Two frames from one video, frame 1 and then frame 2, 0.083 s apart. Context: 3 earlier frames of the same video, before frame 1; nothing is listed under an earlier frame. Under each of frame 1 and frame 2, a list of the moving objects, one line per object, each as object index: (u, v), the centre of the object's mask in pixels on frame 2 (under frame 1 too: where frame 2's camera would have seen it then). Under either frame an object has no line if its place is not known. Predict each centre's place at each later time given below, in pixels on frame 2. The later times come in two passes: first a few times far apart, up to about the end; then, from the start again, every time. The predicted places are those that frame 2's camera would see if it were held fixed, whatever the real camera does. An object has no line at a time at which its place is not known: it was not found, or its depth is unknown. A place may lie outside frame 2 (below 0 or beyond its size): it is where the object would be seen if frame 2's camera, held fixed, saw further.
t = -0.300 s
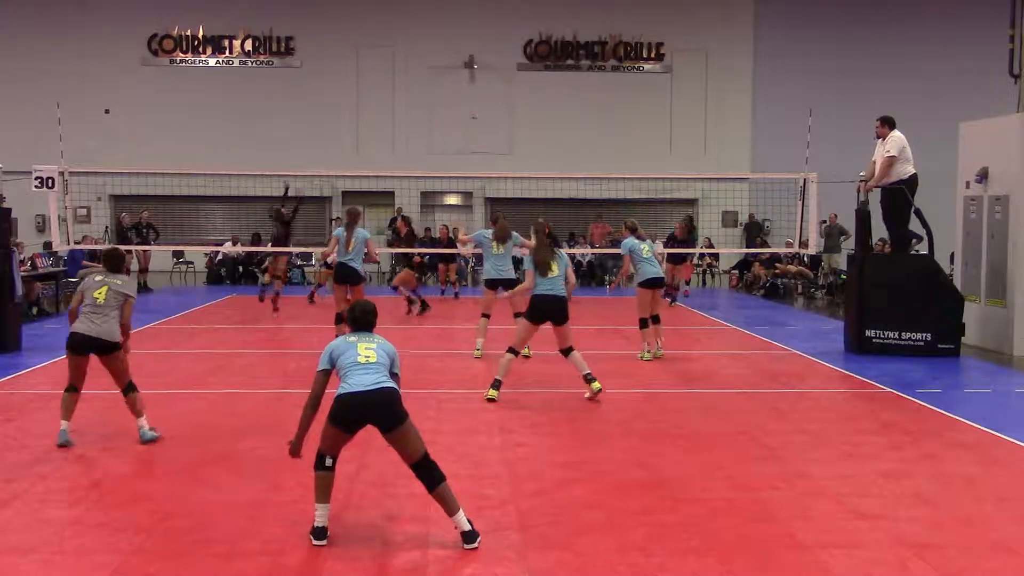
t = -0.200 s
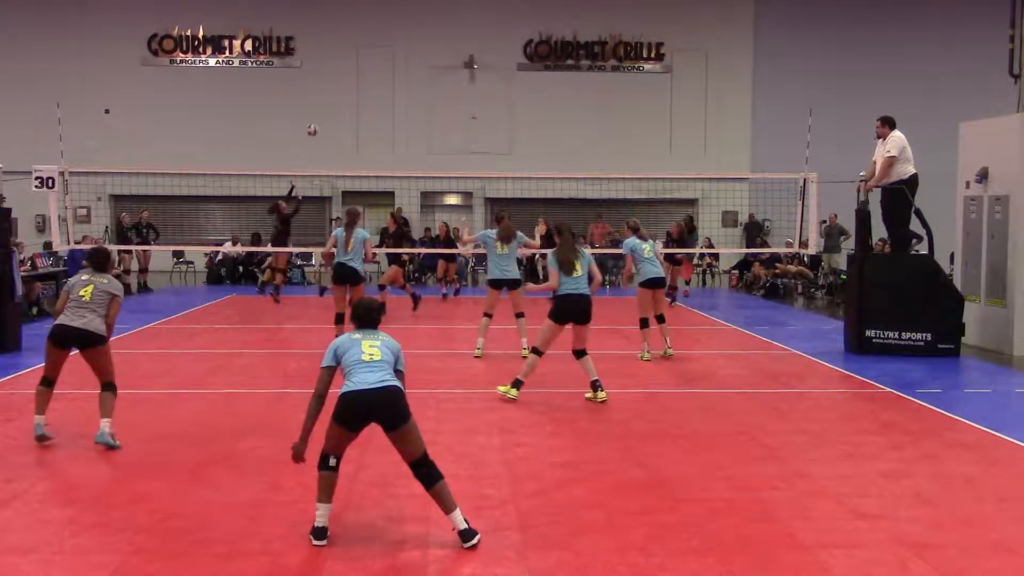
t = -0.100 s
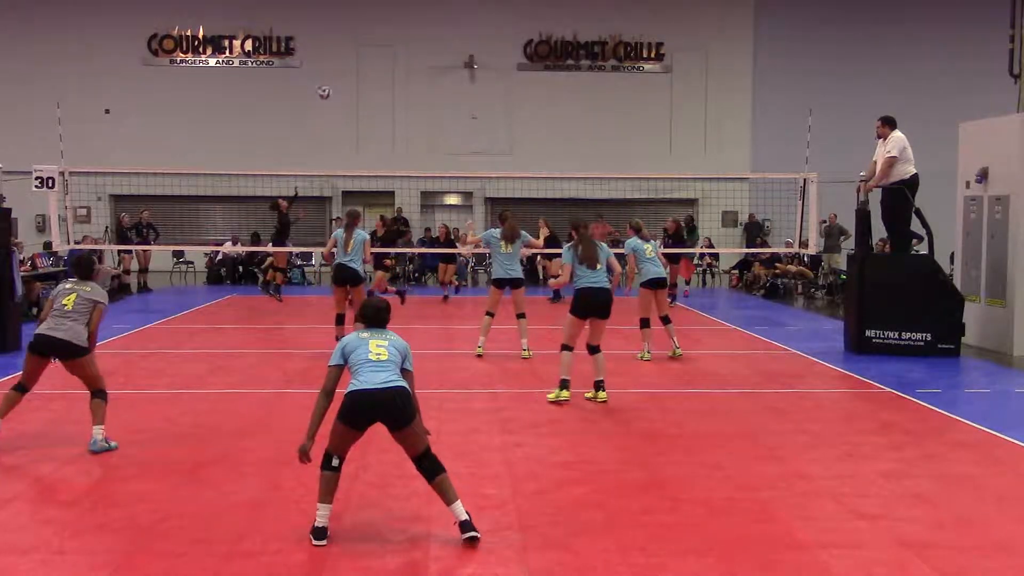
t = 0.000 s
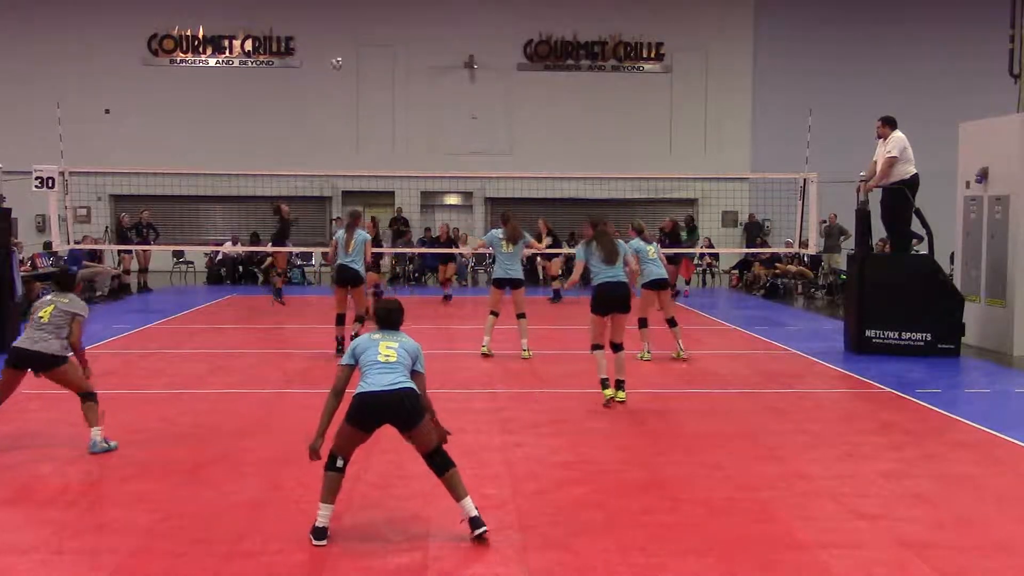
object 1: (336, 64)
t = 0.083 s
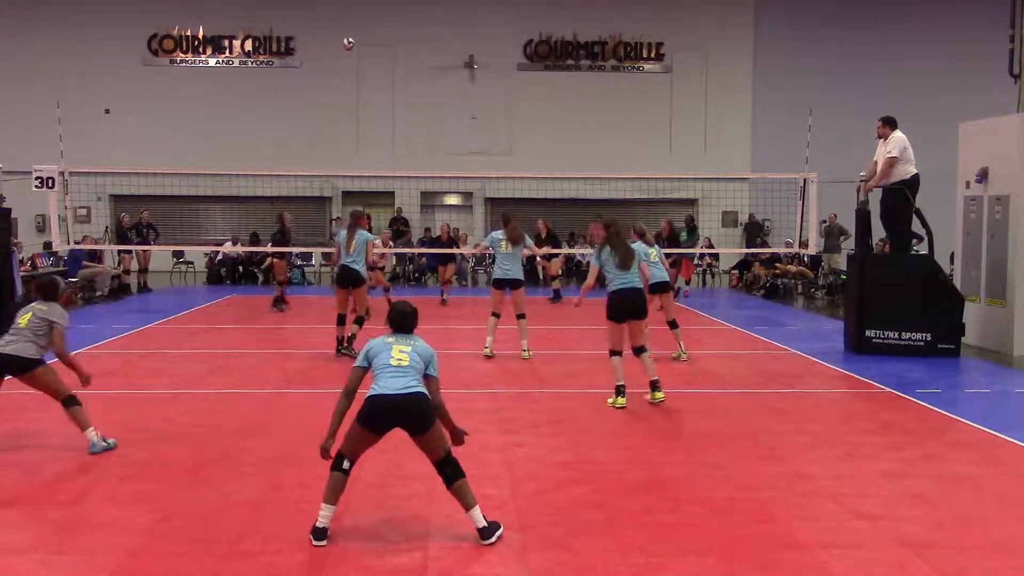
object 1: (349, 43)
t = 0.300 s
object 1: (374, 12)
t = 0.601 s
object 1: (411, 15)
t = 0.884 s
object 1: (443, 67)
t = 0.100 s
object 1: (351, 40)
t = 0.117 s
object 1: (353, 36)
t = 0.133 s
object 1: (355, 33)
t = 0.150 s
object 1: (356, 31)
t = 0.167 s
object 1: (358, 28)
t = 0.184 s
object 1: (361, 25)
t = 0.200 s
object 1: (363, 23)
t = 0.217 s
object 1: (365, 21)
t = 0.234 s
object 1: (367, 19)
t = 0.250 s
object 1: (369, 17)
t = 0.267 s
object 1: (371, 15)
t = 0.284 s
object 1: (373, 13)
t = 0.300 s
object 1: (374, 12)
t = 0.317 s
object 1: (376, 11)
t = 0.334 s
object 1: (378, 9)
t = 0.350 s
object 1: (381, 9)
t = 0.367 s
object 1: (383, 8)
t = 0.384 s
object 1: (385, 7)
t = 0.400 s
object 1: (387, 7)
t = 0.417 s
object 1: (389, 7)
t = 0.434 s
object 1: (391, 7)
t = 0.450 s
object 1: (393, 7)
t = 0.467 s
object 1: (395, 7)
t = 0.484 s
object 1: (398, 7)
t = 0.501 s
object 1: (400, 8)
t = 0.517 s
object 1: (402, 8)
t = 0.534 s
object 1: (404, 9)
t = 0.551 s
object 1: (406, 9)
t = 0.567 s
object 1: (407, 11)
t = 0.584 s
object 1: (409, 14)
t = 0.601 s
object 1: (411, 15)
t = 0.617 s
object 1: (414, 17)
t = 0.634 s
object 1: (415, 19)
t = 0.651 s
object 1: (417, 22)
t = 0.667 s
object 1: (419, 24)
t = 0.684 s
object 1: (421, 26)
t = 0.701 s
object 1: (423, 29)
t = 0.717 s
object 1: (425, 32)
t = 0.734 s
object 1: (427, 35)
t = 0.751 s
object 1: (429, 37)
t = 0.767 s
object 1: (431, 41)
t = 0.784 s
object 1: (432, 44)
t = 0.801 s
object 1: (434, 48)
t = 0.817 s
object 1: (436, 52)
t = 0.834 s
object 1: (438, 55)
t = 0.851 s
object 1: (439, 59)
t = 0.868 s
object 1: (442, 63)
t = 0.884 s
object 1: (443, 67)
